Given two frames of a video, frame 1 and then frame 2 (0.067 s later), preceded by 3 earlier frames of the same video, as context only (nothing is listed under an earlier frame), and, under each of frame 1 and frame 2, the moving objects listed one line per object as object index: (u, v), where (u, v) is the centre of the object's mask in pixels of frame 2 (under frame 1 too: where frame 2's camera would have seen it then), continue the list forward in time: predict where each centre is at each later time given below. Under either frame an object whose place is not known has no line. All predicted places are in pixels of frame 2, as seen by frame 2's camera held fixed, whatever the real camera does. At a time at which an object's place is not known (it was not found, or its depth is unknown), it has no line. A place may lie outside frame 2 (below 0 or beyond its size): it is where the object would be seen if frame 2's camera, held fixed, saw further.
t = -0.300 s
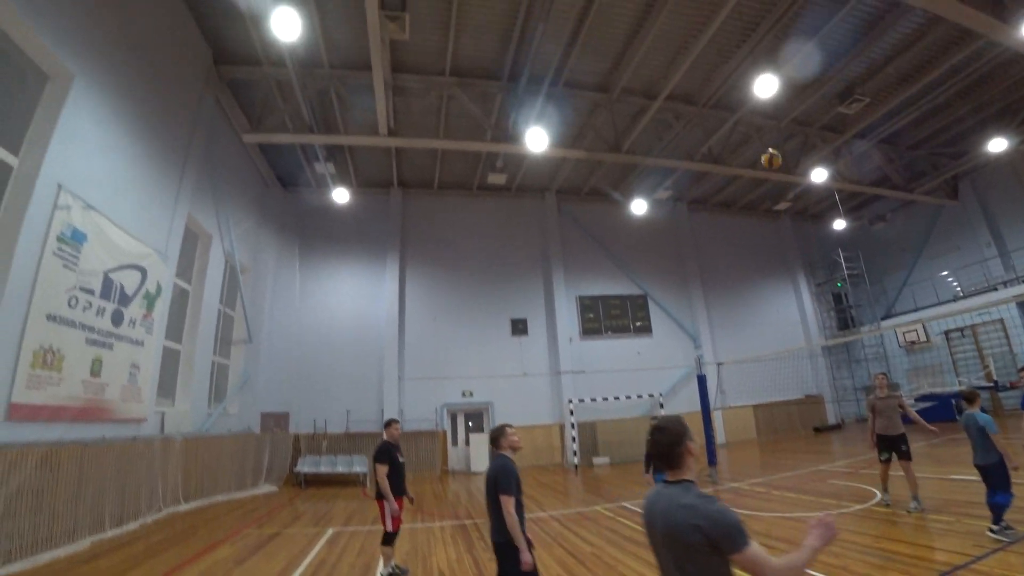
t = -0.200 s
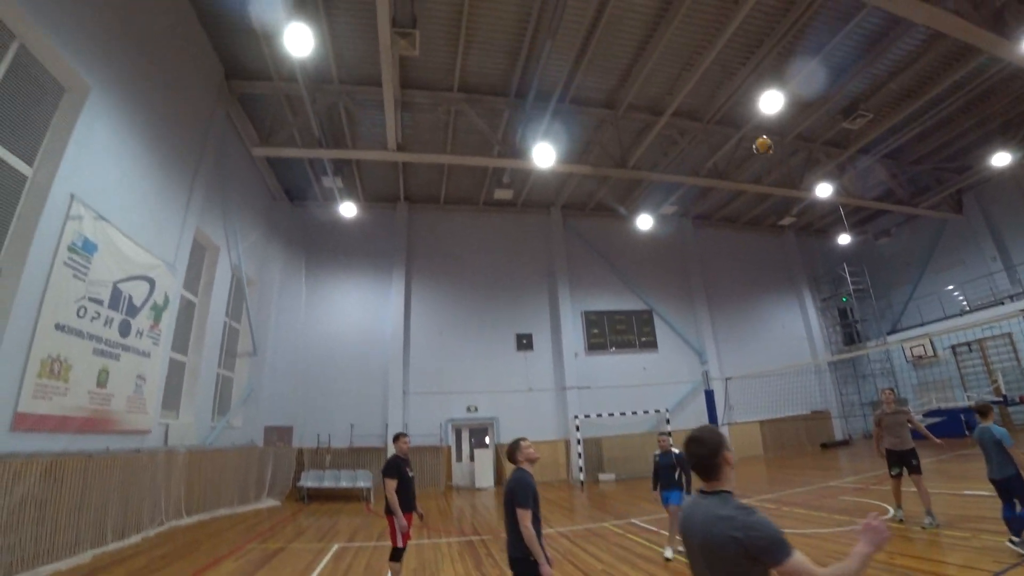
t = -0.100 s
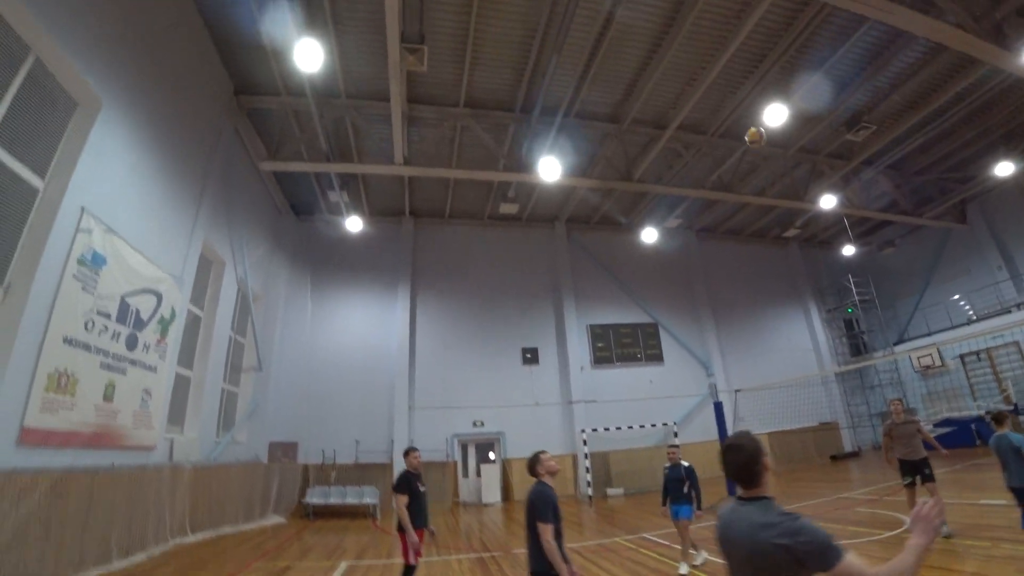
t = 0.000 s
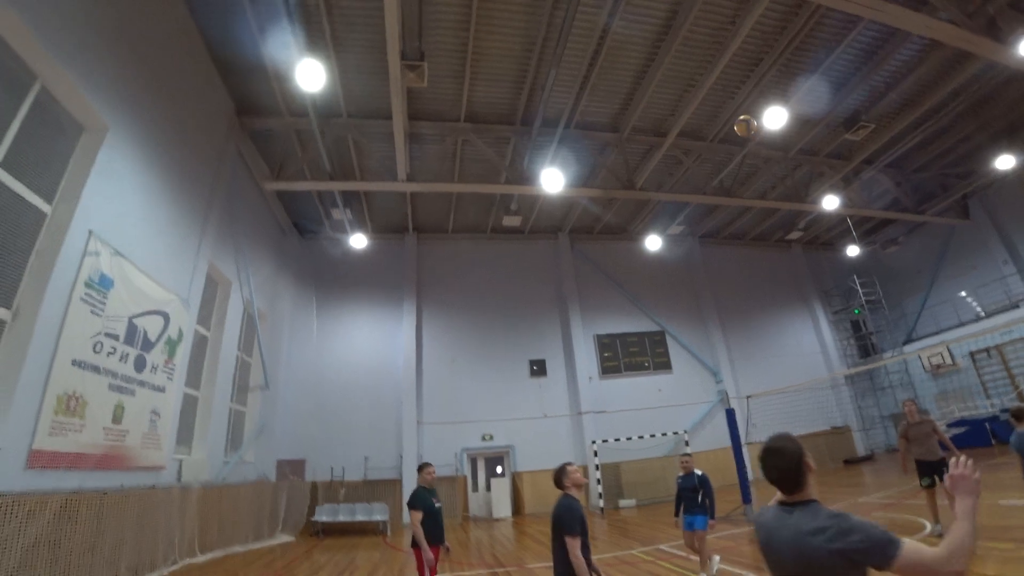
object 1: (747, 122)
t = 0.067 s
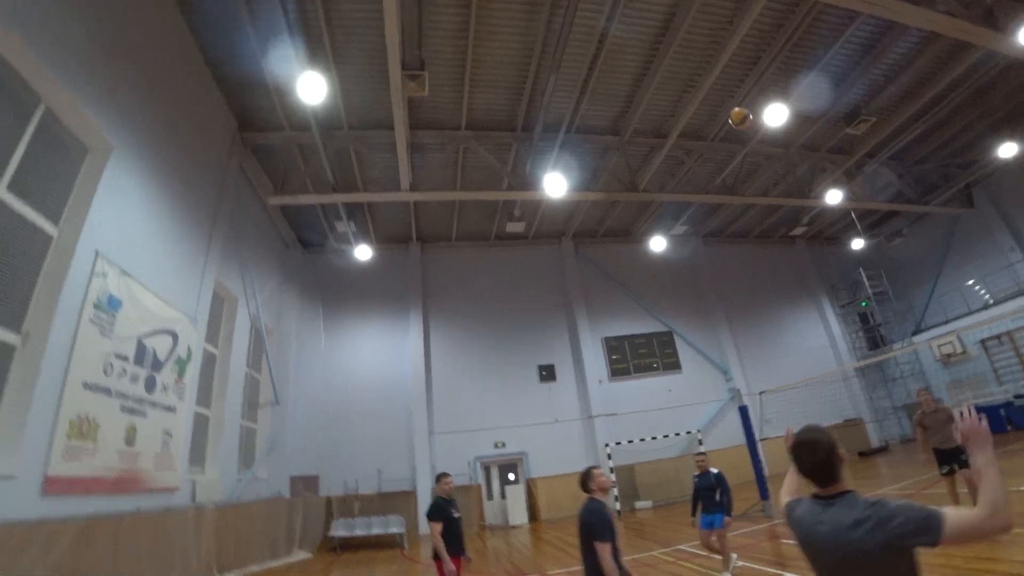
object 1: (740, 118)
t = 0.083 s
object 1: (739, 116)
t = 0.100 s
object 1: (739, 115)
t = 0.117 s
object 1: (738, 114)
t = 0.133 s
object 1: (737, 114)
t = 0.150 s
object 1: (735, 114)
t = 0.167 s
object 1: (735, 115)
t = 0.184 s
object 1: (735, 115)
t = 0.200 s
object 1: (734, 116)
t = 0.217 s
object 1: (733, 116)
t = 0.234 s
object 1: (732, 117)
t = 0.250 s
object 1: (732, 119)
